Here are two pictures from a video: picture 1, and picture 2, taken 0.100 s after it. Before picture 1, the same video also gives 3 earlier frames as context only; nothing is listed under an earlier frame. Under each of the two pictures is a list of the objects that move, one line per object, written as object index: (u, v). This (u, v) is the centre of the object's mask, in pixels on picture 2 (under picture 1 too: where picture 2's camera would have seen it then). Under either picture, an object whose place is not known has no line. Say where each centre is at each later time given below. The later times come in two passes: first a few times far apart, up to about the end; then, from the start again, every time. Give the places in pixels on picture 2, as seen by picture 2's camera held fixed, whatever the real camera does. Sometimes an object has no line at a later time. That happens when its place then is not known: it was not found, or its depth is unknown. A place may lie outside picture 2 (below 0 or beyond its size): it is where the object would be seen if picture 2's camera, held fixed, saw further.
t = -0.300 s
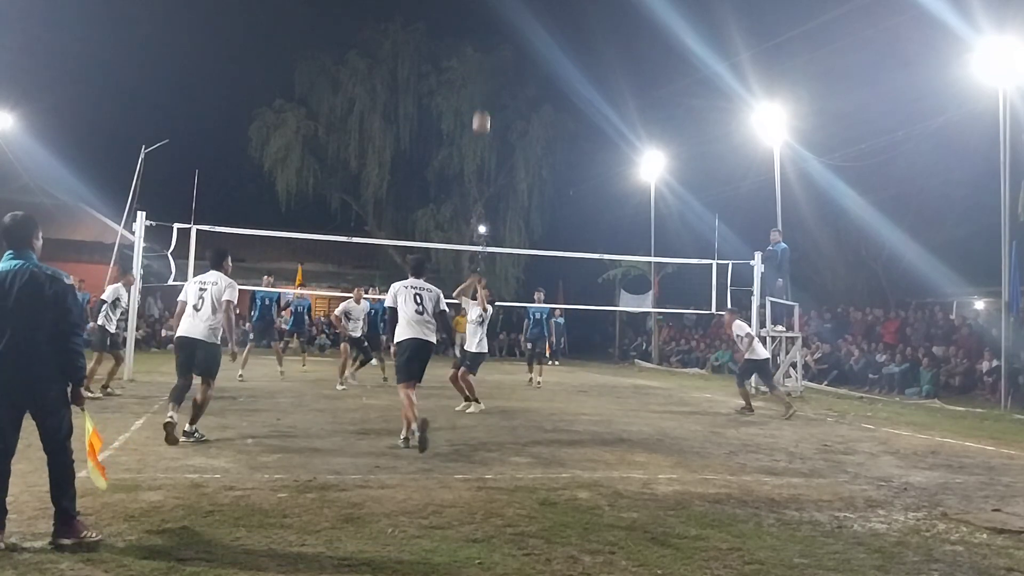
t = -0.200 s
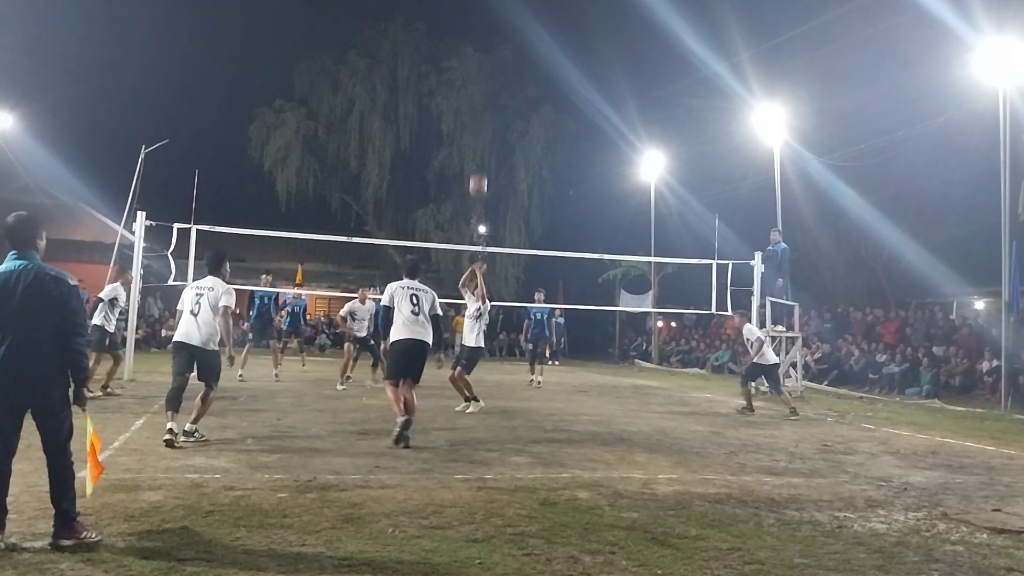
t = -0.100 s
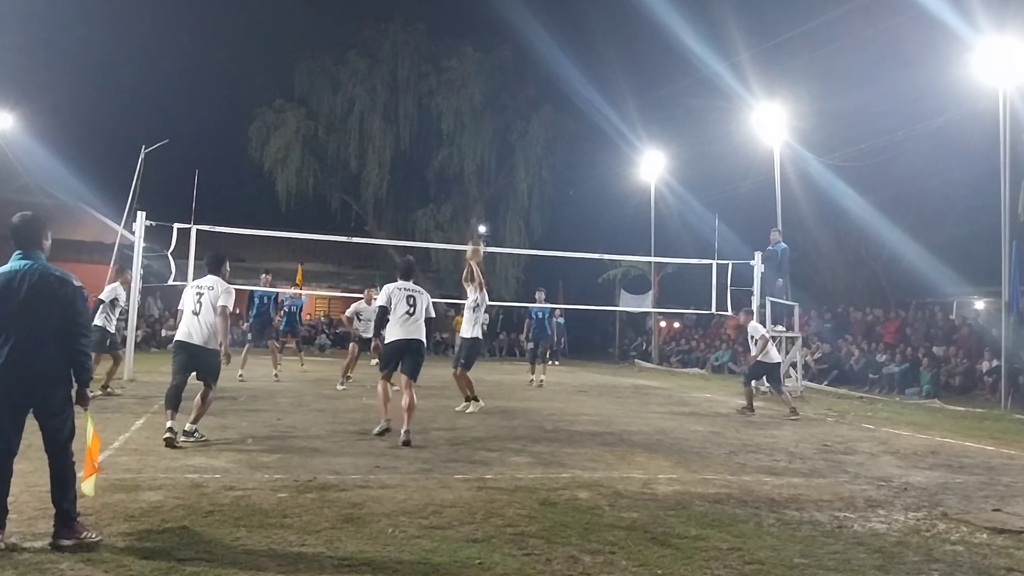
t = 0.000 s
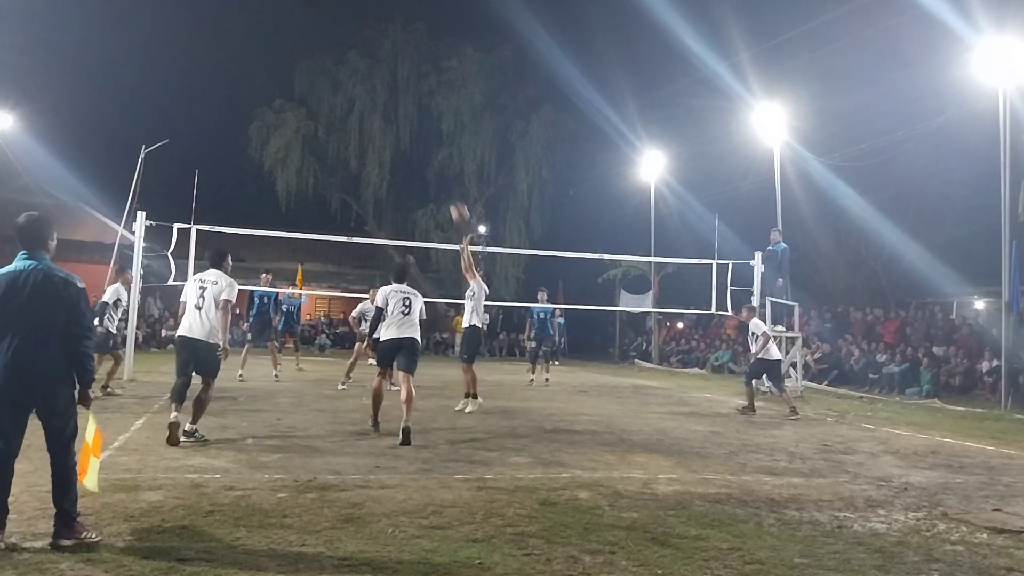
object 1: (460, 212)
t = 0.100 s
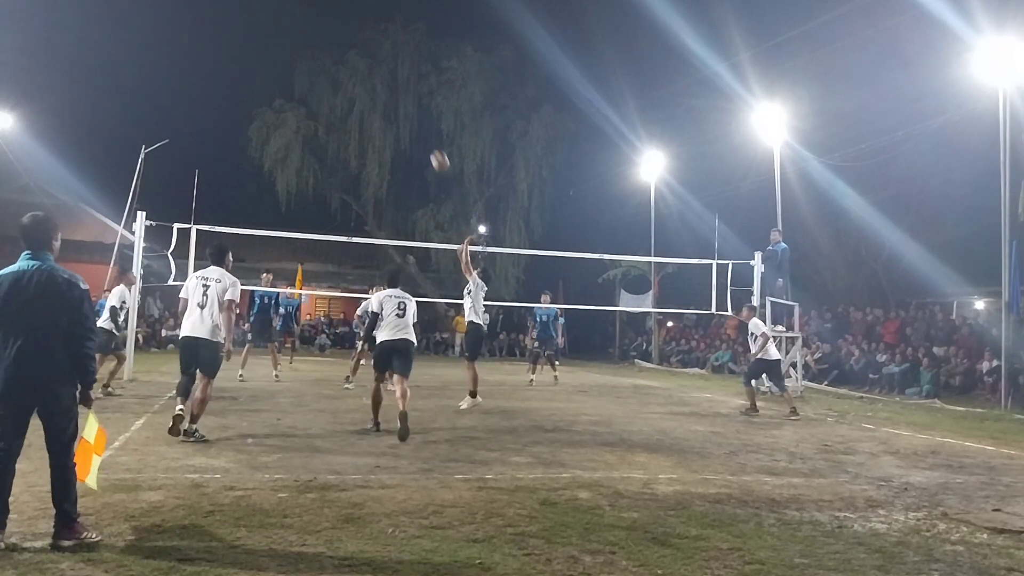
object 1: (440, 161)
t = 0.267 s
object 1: (409, 94)
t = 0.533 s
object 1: (362, 36)
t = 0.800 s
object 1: (319, 29)
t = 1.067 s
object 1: (277, 71)
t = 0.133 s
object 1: (433, 146)
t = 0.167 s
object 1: (427, 132)
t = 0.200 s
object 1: (421, 118)
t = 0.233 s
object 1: (415, 106)
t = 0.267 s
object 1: (409, 94)
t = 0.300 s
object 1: (403, 84)
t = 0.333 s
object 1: (396, 74)
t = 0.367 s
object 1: (390, 66)
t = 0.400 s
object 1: (385, 58)
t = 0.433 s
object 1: (379, 51)
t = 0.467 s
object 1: (373, 45)
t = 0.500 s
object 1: (368, 40)
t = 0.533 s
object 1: (362, 36)
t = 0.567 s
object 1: (356, 32)
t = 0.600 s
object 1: (351, 29)
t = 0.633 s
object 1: (346, 27)
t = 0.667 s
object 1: (340, 26)
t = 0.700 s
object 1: (335, 26)
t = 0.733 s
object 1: (329, 26)
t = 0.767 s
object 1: (324, 28)
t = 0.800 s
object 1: (319, 29)
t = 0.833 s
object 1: (313, 32)
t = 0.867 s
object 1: (308, 36)
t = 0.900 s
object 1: (303, 40)
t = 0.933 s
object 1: (298, 44)
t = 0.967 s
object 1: (293, 50)
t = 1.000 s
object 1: (288, 56)
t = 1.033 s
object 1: (282, 63)
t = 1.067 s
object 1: (277, 71)
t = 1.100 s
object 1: (272, 79)
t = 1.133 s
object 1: (267, 87)
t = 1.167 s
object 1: (262, 98)
